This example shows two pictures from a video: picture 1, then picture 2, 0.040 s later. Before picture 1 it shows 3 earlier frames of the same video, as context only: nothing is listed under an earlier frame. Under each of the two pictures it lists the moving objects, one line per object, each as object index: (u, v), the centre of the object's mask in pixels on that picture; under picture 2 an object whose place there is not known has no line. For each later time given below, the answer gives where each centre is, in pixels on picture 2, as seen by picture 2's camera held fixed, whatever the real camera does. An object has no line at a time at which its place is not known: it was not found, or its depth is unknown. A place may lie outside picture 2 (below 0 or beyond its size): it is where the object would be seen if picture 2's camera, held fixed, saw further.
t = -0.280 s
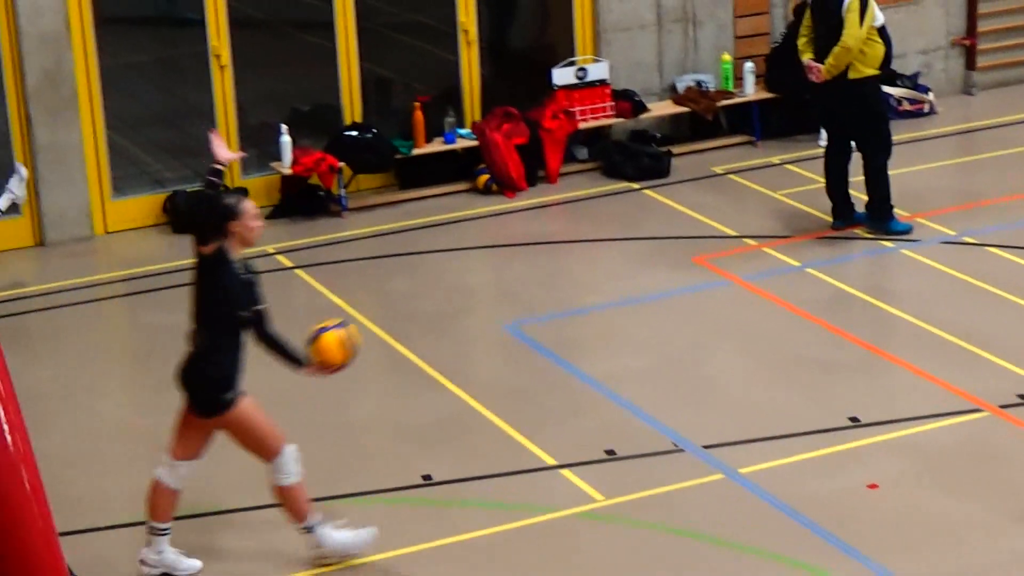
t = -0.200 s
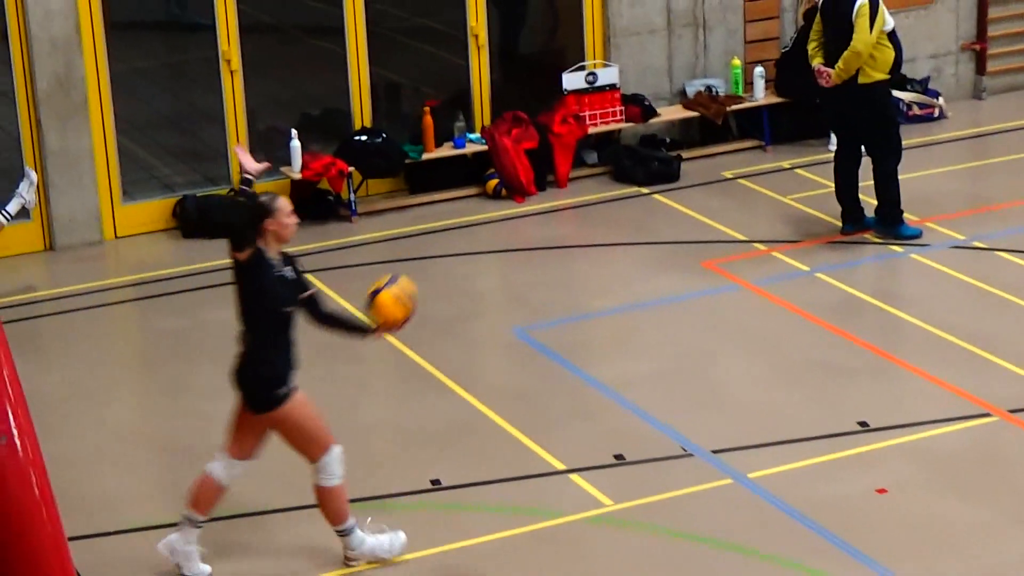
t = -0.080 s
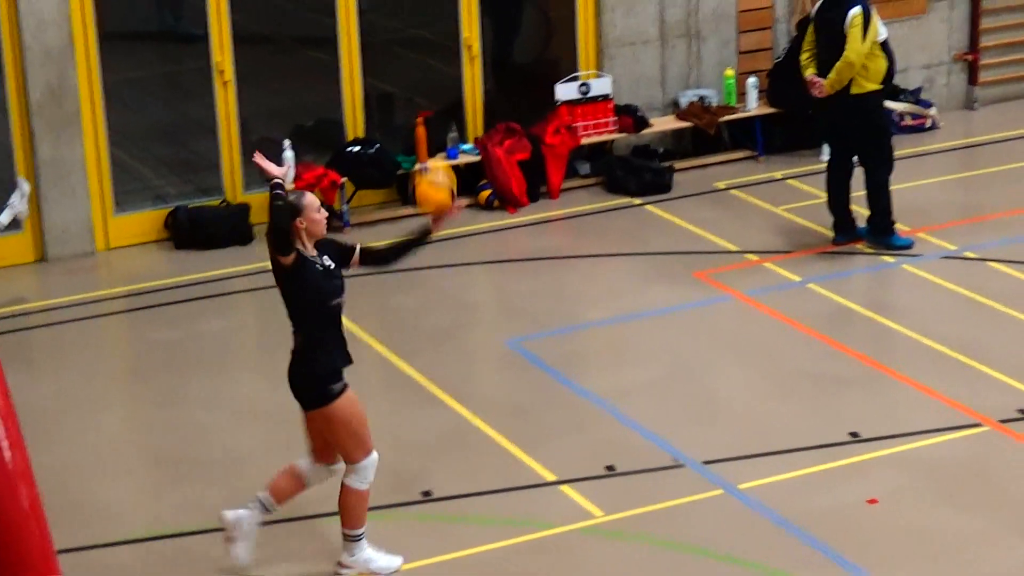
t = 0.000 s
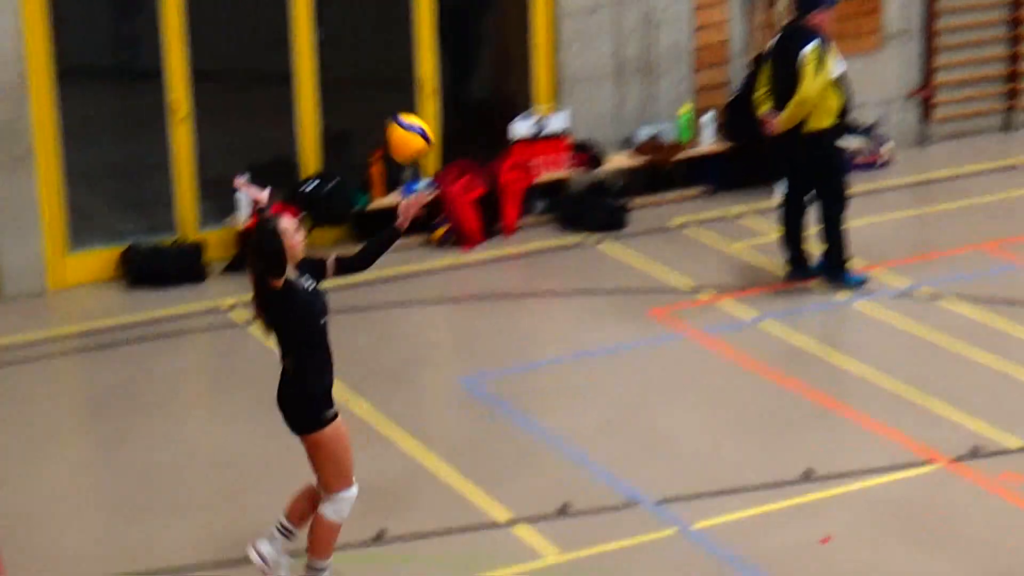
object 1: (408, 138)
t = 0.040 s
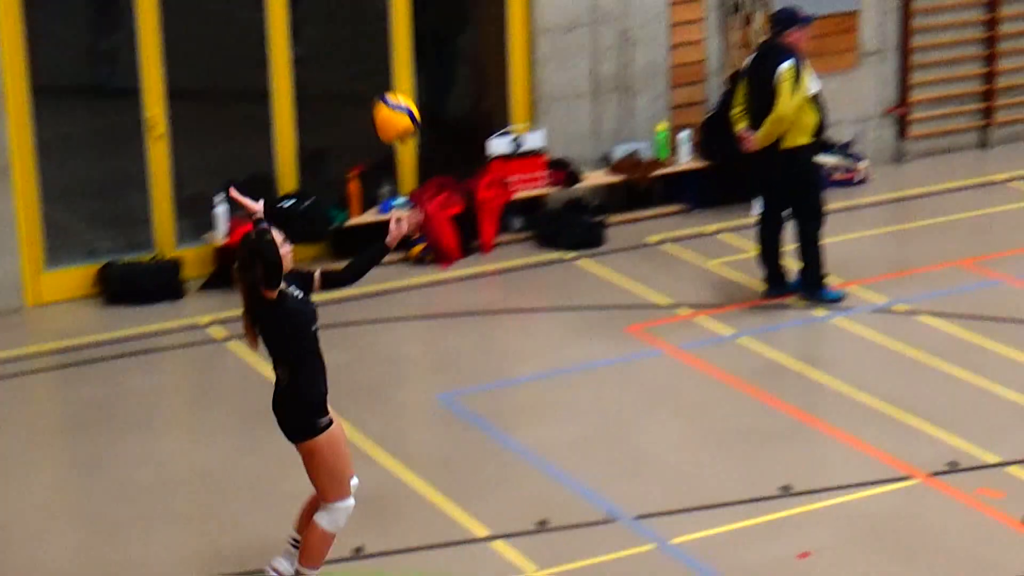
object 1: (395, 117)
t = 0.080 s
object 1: (406, 84)
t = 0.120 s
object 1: (417, 55)
